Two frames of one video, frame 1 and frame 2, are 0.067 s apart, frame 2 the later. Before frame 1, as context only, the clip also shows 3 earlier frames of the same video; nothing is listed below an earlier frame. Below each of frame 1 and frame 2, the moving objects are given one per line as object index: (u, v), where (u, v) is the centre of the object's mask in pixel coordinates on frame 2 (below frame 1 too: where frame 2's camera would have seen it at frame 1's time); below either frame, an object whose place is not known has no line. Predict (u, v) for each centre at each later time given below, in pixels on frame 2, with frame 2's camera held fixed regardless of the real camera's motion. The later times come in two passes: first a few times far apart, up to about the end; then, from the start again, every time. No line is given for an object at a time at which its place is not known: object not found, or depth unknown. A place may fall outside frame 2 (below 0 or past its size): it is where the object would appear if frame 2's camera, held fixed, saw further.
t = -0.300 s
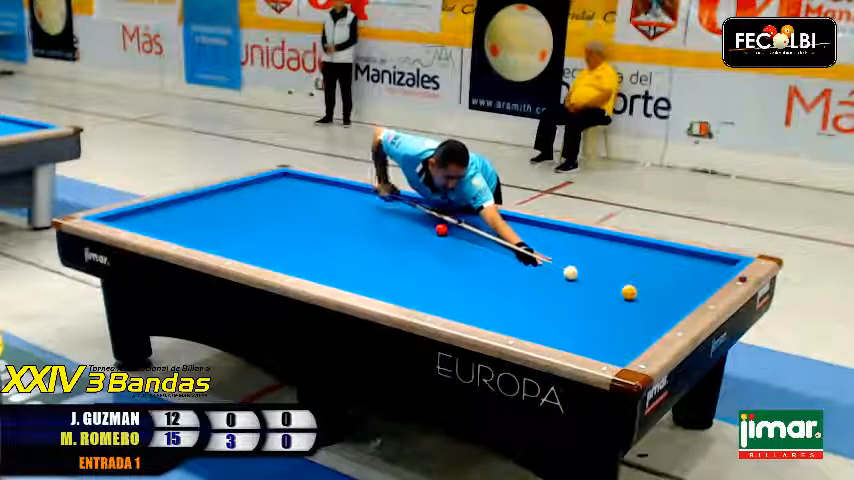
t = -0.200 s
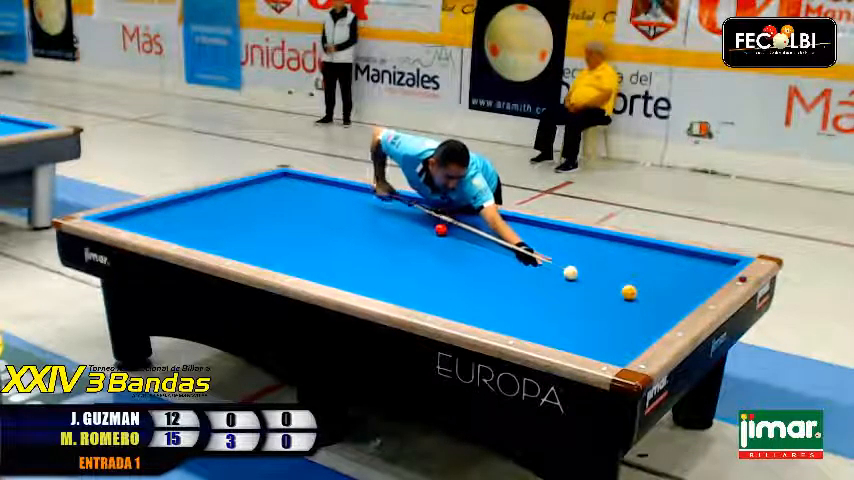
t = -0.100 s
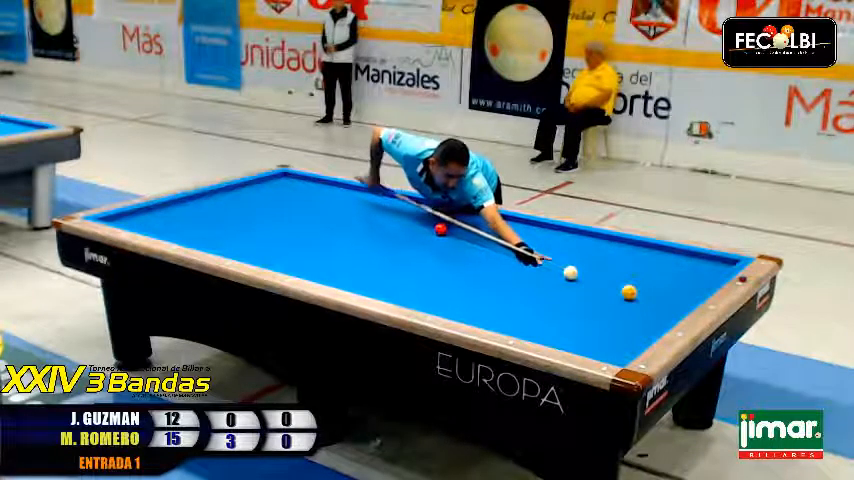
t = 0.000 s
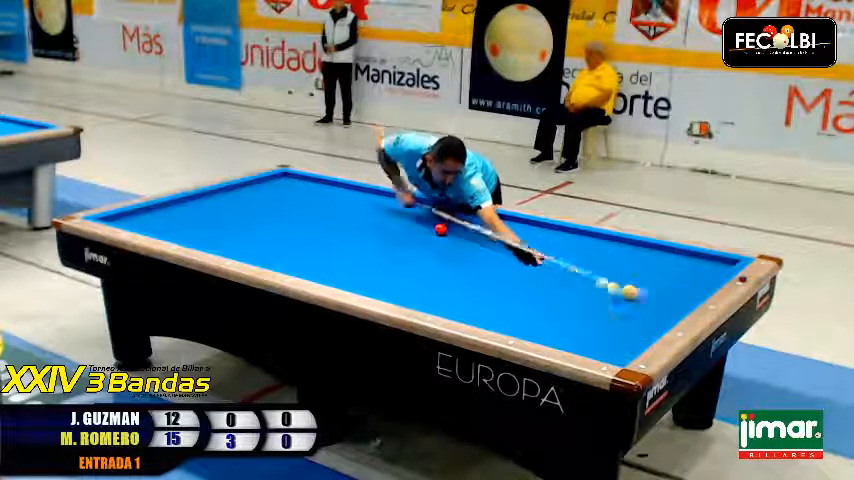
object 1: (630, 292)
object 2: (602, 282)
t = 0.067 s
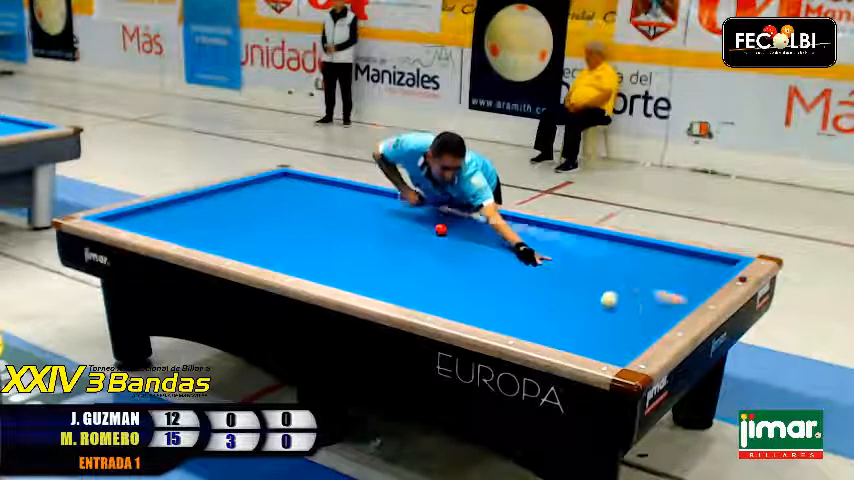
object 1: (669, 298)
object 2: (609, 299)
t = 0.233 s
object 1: (546, 268)
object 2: (599, 329)
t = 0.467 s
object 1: (412, 237)
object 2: (610, 339)
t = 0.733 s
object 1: (305, 211)
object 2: (590, 296)
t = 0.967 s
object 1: (228, 194)
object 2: (579, 272)
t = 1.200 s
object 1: (265, 202)
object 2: (569, 251)
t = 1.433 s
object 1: (321, 215)
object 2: (561, 233)
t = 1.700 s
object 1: (380, 229)
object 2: (517, 227)
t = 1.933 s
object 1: (437, 242)
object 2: (469, 226)
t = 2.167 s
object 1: (499, 256)
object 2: (423, 224)
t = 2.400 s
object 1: (564, 271)
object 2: (379, 221)
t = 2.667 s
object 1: (646, 290)
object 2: (331, 218)
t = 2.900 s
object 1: (654, 293)
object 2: (290, 216)
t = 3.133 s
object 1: (606, 282)
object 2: (250, 213)
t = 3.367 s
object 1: (565, 273)
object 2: (212, 210)
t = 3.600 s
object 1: (526, 265)
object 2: (173, 206)
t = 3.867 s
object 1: (484, 256)
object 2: (154, 211)
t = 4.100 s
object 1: (450, 249)
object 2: (154, 218)
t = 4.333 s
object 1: (430, 243)
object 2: (152, 225)
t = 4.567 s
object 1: (423, 238)
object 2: (158, 232)
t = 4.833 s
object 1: (415, 232)
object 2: (184, 232)
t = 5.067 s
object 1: (408, 228)
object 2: (206, 235)
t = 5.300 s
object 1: (403, 224)
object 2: (227, 236)
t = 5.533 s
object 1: (397, 220)
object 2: (249, 237)
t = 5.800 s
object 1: (390, 215)
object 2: (274, 237)
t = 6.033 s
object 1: (386, 212)
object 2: (295, 238)
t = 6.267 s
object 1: (381, 208)
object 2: (314, 239)
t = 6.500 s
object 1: (376, 204)
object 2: (335, 240)
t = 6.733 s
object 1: (371, 202)
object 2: (353, 241)
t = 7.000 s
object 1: (368, 198)
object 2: (374, 241)
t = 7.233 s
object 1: (365, 196)
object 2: (392, 242)
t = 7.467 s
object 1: (361, 193)
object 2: (410, 243)
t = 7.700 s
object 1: (358, 191)
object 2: (427, 244)
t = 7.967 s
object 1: (355, 189)
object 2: (444, 244)
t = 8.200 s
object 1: (352, 187)
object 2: (462, 245)
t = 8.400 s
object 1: (347, 186)
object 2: (474, 246)
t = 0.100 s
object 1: (644, 292)
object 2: (606, 305)
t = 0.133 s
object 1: (617, 285)
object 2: (604, 310)
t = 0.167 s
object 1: (591, 279)
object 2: (602, 316)
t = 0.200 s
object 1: (567, 273)
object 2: (600, 322)
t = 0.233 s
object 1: (546, 268)
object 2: (599, 329)
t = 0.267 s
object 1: (523, 263)
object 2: (599, 334)
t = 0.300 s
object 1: (502, 257)
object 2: (599, 340)
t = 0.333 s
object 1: (483, 254)
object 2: (599, 345)
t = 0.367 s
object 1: (464, 249)
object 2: (601, 351)
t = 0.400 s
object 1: (446, 245)
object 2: (614, 351)
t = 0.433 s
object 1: (428, 241)
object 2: (613, 345)
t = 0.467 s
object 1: (412, 237)
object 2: (610, 339)
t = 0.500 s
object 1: (397, 233)
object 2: (607, 332)
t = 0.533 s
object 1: (381, 229)
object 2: (604, 326)
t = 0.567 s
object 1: (369, 227)
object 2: (601, 320)
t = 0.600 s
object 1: (357, 223)
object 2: (599, 315)
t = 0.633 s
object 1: (342, 220)
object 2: (596, 309)
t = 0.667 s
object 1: (331, 217)
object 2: (594, 305)
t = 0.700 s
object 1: (317, 214)
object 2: (592, 300)
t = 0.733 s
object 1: (305, 211)
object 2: (590, 296)
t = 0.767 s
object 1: (293, 208)
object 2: (588, 292)
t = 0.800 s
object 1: (281, 206)
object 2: (587, 288)
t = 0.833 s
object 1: (270, 203)
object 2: (585, 285)
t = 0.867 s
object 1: (259, 200)
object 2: (584, 281)
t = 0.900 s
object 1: (248, 198)
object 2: (582, 278)
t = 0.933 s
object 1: (238, 196)
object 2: (580, 275)
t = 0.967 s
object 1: (228, 194)
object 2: (579, 272)
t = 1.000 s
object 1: (216, 191)
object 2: (578, 268)
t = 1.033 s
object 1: (218, 192)
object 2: (576, 266)
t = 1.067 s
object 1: (230, 193)
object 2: (575, 263)
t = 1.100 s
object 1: (239, 196)
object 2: (573, 259)
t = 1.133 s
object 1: (247, 198)
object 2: (572, 257)
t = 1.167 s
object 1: (257, 200)
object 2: (570, 253)
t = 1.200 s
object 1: (265, 202)
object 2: (569, 251)
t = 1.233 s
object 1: (273, 204)
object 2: (568, 248)
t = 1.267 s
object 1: (282, 206)
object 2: (567, 246)
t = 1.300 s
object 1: (290, 208)
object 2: (566, 243)
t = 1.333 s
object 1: (298, 210)
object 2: (565, 240)
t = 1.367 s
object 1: (306, 212)
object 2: (564, 238)
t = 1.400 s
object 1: (313, 213)
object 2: (562, 235)
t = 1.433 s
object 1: (321, 215)
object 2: (561, 233)
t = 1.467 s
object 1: (328, 217)
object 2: (560, 230)
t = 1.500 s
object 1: (336, 219)
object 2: (559, 228)
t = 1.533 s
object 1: (343, 220)
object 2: (554, 227)
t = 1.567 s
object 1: (350, 222)
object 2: (546, 227)
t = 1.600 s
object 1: (358, 224)
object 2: (538, 227)
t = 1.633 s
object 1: (365, 226)
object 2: (531, 227)
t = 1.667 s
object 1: (373, 227)
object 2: (523, 227)
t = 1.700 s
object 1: (380, 229)
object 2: (517, 227)
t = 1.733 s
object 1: (388, 230)
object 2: (509, 227)
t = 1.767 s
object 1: (397, 233)
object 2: (503, 227)
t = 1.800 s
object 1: (404, 235)
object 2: (496, 227)
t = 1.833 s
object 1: (413, 236)
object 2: (489, 227)
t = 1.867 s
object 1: (420, 237)
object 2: (482, 227)
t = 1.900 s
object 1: (428, 239)
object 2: (476, 227)
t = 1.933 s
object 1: (437, 242)
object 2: (469, 226)
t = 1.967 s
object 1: (446, 244)
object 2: (462, 226)
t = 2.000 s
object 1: (455, 246)
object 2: (455, 226)
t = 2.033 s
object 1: (463, 248)
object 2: (450, 225)
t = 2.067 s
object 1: (471, 250)
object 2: (442, 222)
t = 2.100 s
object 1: (480, 251)
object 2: (433, 223)
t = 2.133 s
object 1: (489, 253)
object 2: (428, 224)
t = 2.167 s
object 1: (499, 256)
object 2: (423, 224)
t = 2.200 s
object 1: (508, 258)
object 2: (416, 224)
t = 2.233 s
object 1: (517, 261)
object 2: (411, 223)
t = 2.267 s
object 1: (525, 263)
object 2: (404, 223)
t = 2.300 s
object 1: (535, 265)
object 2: (398, 223)
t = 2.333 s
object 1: (544, 267)
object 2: (392, 222)
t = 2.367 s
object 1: (554, 269)
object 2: (387, 222)
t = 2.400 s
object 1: (564, 271)
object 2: (379, 221)
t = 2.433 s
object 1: (573, 274)
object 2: (373, 221)
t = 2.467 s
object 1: (585, 276)
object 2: (367, 220)
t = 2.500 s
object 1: (594, 279)
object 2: (361, 220)
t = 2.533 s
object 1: (604, 281)
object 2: (355, 220)
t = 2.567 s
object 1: (615, 283)
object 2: (349, 219)
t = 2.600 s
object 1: (625, 285)
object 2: (343, 219)
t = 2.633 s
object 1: (635, 288)
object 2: (337, 218)
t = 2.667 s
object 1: (646, 290)
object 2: (331, 218)
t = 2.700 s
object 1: (657, 293)
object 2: (325, 218)
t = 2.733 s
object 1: (669, 295)
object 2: (319, 217)
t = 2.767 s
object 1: (679, 298)
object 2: (313, 217)
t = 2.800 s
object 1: (680, 298)
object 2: (308, 217)
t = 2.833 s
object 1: (671, 297)
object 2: (302, 216)
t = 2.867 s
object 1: (662, 294)
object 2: (295, 216)
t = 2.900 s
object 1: (654, 293)
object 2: (290, 216)
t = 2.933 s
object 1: (646, 291)
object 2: (284, 215)
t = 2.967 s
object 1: (638, 289)
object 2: (278, 214)
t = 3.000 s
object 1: (631, 288)
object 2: (273, 214)
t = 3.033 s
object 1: (625, 286)
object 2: (267, 214)
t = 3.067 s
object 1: (618, 285)
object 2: (262, 214)
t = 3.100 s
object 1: (612, 284)
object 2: (256, 213)
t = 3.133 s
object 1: (606, 282)
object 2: (250, 213)
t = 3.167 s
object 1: (600, 281)
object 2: (244, 213)
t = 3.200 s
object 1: (594, 280)
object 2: (239, 212)
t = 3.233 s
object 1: (588, 278)
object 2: (234, 212)
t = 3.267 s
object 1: (582, 277)
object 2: (228, 211)
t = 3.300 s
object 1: (576, 276)
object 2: (222, 211)
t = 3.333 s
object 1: (571, 274)
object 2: (217, 210)
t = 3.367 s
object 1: (565, 273)
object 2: (212, 210)
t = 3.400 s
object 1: (559, 272)
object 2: (206, 210)
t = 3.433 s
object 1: (554, 271)
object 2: (200, 209)
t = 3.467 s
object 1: (548, 270)
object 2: (196, 209)
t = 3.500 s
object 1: (542, 269)
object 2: (189, 208)
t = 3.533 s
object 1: (537, 267)
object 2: (184, 208)
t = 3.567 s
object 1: (531, 266)
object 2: (181, 208)
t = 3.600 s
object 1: (526, 265)
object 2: (173, 206)
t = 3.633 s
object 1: (520, 264)
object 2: (168, 207)
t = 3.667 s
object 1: (516, 263)
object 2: (163, 206)
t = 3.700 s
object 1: (510, 262)
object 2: (158, 207)
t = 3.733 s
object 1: (504, 261)
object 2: (154, 206)
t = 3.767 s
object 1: (501, 260)
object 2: (153, 207)
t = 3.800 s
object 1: (495, 259)
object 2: (153, 208)
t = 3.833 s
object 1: (489, 257)
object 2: (154, 209)
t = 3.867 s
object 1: (484, 256)
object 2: (154, 211)
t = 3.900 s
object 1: (480, 255)
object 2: (154, 212)
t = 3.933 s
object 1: (474, 254)
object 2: (154, 213)
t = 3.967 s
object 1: (469, 253)
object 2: (153, 214)
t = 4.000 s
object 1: (465, 252)
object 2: (153, 215)
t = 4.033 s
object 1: (460, 251)
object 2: (153, 216)
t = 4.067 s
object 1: (455, 250)
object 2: (154, 217)
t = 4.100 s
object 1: (450, 249)
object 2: (154, 218)
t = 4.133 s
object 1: (446, 248)
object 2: (154, 219)
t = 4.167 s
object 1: (441, 247)
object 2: (154, 219)
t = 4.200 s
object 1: (437, 246)
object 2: (153, 221)
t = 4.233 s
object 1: (434, 246)
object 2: (153, 221)
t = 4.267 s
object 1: (431, 244)
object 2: (153, 224)
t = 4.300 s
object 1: (432, 244)
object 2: (152, 224)
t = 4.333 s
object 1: (430, 243)
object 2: (152, 225)
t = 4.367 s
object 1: (429, 242)
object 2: (152, 227)
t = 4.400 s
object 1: (428, 241)
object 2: (153, 229)
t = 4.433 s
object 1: (427, 240)
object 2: (153, 229)
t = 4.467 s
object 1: (426, 240)
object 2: (153, 230)
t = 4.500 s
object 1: (425, 239)
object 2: (153, 231)
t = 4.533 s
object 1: (423, 239)
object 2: (155, 231)
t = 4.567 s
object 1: (423, 238)
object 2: (158, 232)
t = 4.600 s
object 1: (422, 237)
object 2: (161, 231)
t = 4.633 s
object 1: (420, 236)
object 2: (165, 231)
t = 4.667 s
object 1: (420, 235)
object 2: (167, 231)
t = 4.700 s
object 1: (419, 235)
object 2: (170, 231)
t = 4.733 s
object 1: (418, 235)
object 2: (174, 231)
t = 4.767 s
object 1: (417, 234)
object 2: (177, 232)
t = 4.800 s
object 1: (416, 232)
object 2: (180, 232)
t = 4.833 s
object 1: (415, 232)
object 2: (184, 232)
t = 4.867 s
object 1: (414, 231)
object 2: (188, 233)
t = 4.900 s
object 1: (413, 231)
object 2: (191, 233)
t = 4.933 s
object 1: (412, 231)
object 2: (193, 233)
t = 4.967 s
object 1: (411, 230)
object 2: (196, 233)
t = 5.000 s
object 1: (410, 229)
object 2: (200, 233)
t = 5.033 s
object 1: (410, 229)
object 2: (202, 233)
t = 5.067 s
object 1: (408, 228)
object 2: (206, 235)
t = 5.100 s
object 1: (408, 227)
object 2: (209, 234)
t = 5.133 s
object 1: (407, 227)
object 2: (212, 234)
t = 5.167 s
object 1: (405, 226)
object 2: (215, 234)
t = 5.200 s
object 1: (405, 225)
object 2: (218, 235)
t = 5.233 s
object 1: (404, 224)
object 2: (222, 235)
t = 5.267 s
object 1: (403, 224)
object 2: (224, 235)
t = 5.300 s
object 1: (403, 224)
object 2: (227, 236)
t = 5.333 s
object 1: (401, 222)
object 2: (231, 236)
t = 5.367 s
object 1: (401, 222)
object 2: (234, 236)
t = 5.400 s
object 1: (400, 221)
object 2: (237, 236)
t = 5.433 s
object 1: (399, 221)
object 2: (240, 236)
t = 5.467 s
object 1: (398, 220)
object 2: (244, 236)
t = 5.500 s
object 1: (398, 220)
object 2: (247, 236)
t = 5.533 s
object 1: (397, 220)
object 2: (249, 237)
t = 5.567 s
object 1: (396, 220)
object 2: (251, 237)
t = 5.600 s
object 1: (395, 218)
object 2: (255, 237)
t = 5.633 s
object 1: (394, 218)
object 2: (258, 237)
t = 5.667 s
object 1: (393, 217)
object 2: (262, 237)
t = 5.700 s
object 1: (393, 217)
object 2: (265, 237)
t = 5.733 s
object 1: (392, 216)
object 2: (267, 237)
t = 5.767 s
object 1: (391, 215)
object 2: (271, 237)
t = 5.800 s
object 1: (390, 215)
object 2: (274, 237)
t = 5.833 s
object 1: (390, 214)
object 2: (276, 236)
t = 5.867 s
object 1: (389, 214)
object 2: (279, 236)
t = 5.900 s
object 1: (389, 214)
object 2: (282, 236)
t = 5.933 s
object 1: (387, 214)
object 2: (285, 238)
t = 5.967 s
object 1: (387, 213)
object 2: (289, 237)
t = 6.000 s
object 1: (386, 212)
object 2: (292, 238)
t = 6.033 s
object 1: (386, 212)
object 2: (295, 238)
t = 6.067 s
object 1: (385, 211)
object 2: (297, 239)
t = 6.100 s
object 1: (384, 210)
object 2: (300, 239)
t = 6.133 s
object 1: (383, 210)
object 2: (303, 239)
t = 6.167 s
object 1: (383, 209)
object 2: (306, 239)
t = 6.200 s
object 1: (382, 209)
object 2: (309, 239)
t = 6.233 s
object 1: (382, 208)
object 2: (311, 238)
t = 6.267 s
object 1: (381, 208)
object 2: (314, 239)
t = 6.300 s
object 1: (380, 207)
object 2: (317, 239)
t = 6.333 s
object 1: (380, 207)
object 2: (319, 239)
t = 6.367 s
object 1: (379, 207)
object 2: (323, 239)
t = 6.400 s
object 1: (379, 206)
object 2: (326, 240)
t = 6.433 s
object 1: (379, 206)
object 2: (327, 240)
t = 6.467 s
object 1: (377, 205)
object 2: (331, 240)
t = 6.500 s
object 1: (376, 204)
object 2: (335, 240)
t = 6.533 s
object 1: (376, 204)
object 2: (337, 240)
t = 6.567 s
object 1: (376, 204)
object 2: (340, 240)
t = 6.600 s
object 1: (375, 204)
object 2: (342, 240)
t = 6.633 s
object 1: (375, 204)
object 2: (343, 240)
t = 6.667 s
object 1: (374, 202)
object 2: (348, 240)
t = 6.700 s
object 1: (373, 202)
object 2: (352, 241)
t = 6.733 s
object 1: (371, 202)
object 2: (353, 241)
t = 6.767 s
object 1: (372, 201)
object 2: (356, 241)
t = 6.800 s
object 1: (371, 201)
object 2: (358, 241)
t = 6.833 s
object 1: (371, 200)
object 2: (361, 241)
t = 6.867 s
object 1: (370, 200)
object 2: (363, 241)
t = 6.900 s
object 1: (370, 200)
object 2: (366, 241)
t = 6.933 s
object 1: (369, 199)
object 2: (369, 241)
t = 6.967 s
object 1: (369, 199)
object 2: (372, 241)
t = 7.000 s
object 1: (368, 198)
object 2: (374, 241)
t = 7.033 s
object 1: (368, 198)
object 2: (377, 242)
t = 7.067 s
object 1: (367, 197)
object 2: (379, 242)
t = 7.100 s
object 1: (366, 197)
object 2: (382, 242)
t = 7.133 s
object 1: (366, 197)
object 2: (385, 242)
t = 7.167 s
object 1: (366, 197)
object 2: (387, 242)
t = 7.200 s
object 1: (365, 196)
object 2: (388, 242)
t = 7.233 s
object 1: (365, 196)
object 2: (392, 242)
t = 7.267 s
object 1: (365, 196)
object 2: (394, 242)
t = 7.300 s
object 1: (364, 196)
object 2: (398, 242)
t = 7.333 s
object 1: (363, 195)
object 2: (399, 242)
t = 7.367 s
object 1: (363, 195)
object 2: (402, 242)
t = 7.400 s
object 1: (363, 195)
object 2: (405, 242)
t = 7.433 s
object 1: (361, 193)
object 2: (408, 243)
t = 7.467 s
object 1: (361, 193)
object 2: (410, 243)
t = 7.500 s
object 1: (361, 193)
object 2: (413, 243)
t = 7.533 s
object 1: (360, 193)
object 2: (415, 243)
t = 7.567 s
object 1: (360, 192)
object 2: (417, 243)
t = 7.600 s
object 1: (360, 192)
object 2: (419, 244)
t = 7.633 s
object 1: (359, 192)
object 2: (422, 243)
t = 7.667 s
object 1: (358, 191)
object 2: (424, 243)
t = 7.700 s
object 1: (358, 191)
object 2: (427, 244)
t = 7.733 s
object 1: (358, 191)
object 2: (429, 243)
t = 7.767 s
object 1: (358, 191)
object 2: (431, 244)
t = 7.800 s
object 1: (357, 190)
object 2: (434, 244)
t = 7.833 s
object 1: (356, 189)
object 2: (436, 244)
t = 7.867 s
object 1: (356, 189)
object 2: (439, 244)
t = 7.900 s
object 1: (356, 189)
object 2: (441, 244)
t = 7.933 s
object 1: (356, 189)
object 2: (442, 244)
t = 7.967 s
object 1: (355, 189)
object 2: (444, 244)
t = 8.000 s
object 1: (355, 189)
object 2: (448, 244)
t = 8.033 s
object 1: (354, 188)
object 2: (451, 244)
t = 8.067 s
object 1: (354, 188)
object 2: (453, 245)
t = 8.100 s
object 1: (354, 188)
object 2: (455, 244)
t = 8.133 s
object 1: (353, 187)
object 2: (457, 245)
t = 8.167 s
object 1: (353, 187)
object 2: (459, 245)
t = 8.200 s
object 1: (352, 187)
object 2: (462, 245)
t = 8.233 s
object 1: (352, 187)
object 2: (464, 245)
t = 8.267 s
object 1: (351, 187)
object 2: (465, 245)
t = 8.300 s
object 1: (350, 187)
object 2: (469, 245)
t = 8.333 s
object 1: (349, 186)
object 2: (470, 246)
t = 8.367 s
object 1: (348, 186)
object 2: (473, 245)
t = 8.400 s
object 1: (347, 186)
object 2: (474, 246)
